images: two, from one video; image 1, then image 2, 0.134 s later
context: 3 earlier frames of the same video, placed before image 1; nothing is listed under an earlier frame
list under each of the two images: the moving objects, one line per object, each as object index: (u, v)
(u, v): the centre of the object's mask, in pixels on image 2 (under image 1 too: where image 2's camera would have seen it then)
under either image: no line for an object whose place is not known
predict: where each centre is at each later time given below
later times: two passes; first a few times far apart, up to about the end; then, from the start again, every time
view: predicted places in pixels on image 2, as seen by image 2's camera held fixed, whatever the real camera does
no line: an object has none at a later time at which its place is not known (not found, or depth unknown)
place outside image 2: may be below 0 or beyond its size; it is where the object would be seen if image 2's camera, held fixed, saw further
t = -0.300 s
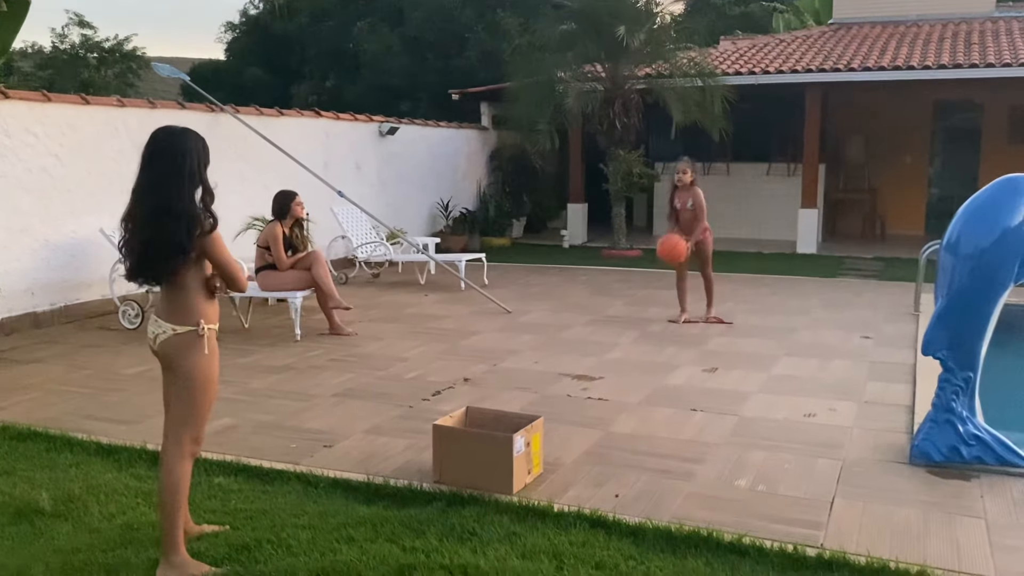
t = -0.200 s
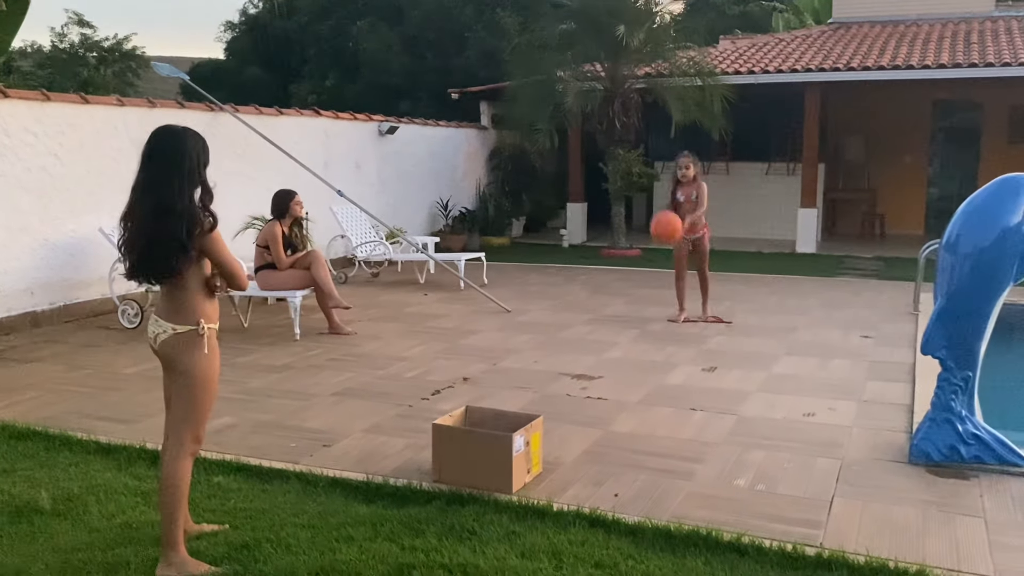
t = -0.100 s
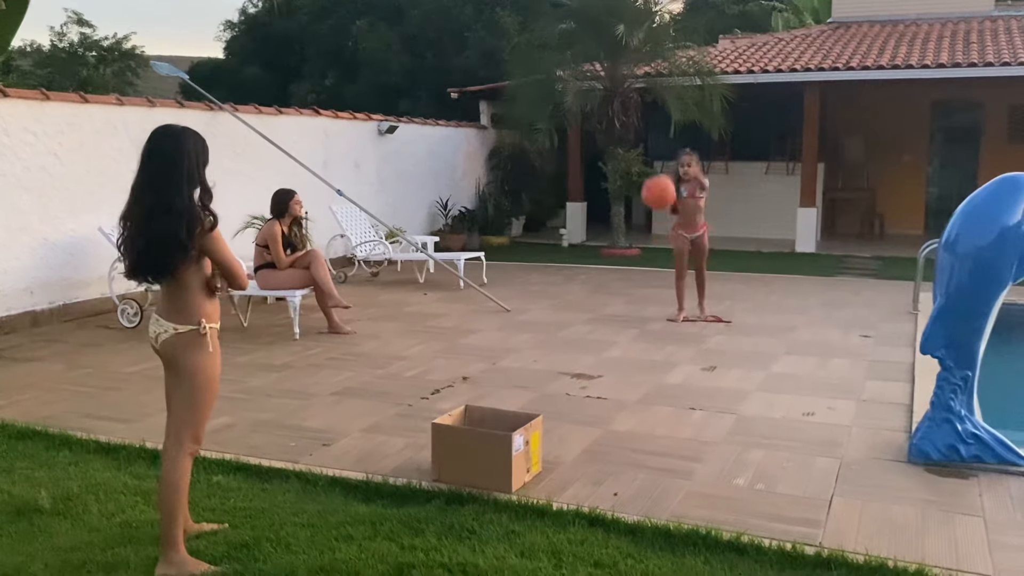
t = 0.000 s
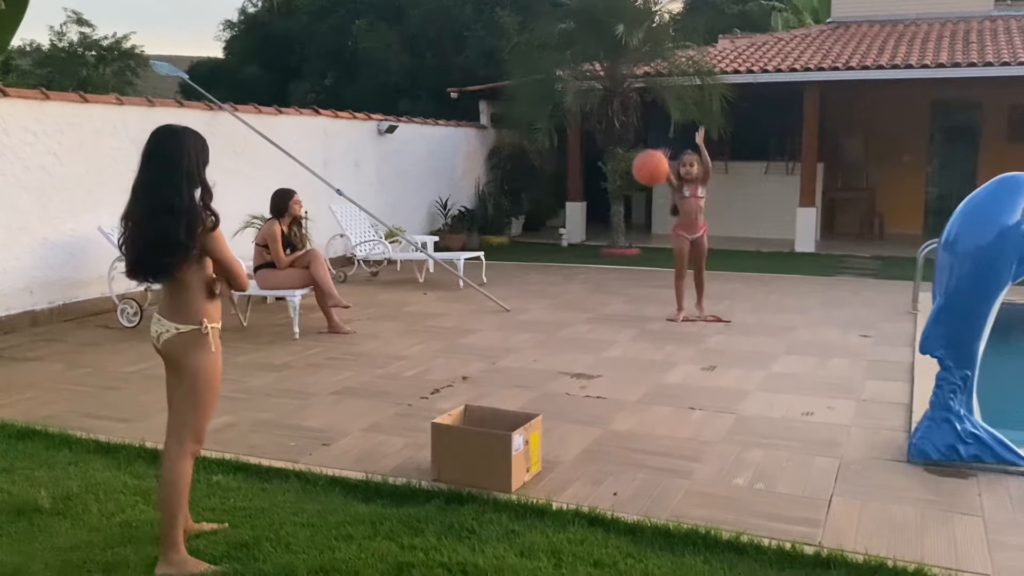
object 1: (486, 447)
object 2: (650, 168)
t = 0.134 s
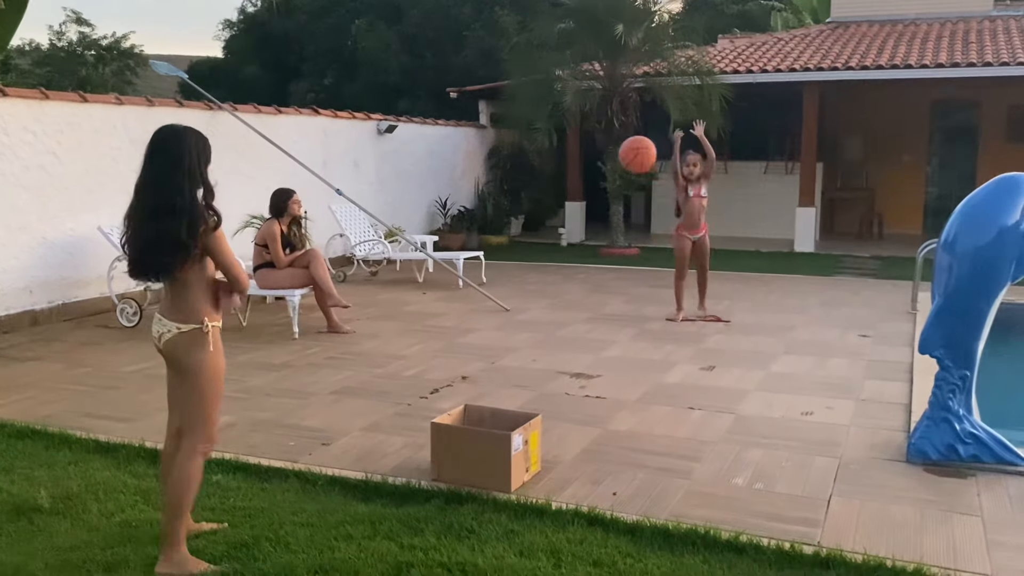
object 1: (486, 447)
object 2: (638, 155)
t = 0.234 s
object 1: (486, 448)
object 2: (627, 162)
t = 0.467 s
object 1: (486, 448)
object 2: (601, 248)
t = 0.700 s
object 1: (486, 447)
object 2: (568, 341)
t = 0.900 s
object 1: (486, 448)
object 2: (543, 251)
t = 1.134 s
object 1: (486, 447)
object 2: (507, 236)
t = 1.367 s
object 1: (486, 448)
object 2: (466, 350)
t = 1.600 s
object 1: (476, 444)
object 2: (430, 400)
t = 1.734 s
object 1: (474, 443)
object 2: (413, 438)
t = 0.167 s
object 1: (486, 448)
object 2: (634, 155)
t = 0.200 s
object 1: (486, 447)
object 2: (631, 158)
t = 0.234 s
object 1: (486, 448)
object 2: (627, 162)
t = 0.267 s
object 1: (486, 447)
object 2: (624, 168)
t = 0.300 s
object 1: (486, 447)
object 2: (620, 176)
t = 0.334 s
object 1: (486, 448)
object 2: (616, 186)
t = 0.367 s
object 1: (486, 447)
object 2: (613, 199)
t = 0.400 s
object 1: (486, 448)
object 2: (609, 213)
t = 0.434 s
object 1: (486, 448)
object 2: (605, 230)
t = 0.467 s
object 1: (486, 448)
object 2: (601, 248)
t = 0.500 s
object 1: (486, 448)
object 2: (596, 270)
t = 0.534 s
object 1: (486, 447)
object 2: (592, 293)
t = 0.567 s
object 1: (486, 447)
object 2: (586, 322)
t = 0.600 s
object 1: (486, 447)
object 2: (582, 350)
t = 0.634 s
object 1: (486, 447)
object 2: (576, 380)
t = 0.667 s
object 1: (486, 447)
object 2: (573, 361)
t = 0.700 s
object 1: (486, 447)
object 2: (568, 341)
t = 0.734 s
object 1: (486, 447)
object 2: (565, 321)
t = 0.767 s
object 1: (486, 447)
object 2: (561, 305)
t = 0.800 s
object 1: (486, 447)
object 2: (556, 288)
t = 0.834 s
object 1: (486, 447)
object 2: (552, 274)
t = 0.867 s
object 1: (486, 447)
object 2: (548, 261)
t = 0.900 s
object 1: (486, 448)
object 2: (543, 251)
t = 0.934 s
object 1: (486, 448)
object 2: (538, 242)
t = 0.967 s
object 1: (486, 448)
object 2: (533, 235)
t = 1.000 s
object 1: (486, 448)
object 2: (529, 231)
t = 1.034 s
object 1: (486, 448)
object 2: (523, 229)
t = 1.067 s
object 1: (486, 447)
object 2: (518, 229)
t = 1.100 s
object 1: (486, 447)
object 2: (513, 231)
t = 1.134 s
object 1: (486, 447)
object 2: (507, 236)
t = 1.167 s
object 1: (486, 447)
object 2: (502, 244)
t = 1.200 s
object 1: (486, 447)
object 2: (497, 254)
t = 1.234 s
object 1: (486, 447)
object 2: (491, 268)
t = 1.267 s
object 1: (486, 447)
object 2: (485, 284)
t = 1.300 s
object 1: (486, 448)
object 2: (478, 303)
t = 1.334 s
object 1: (486, 447)
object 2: (472, 324)
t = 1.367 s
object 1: (486, 448)
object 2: (466, 350)
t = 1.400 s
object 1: (486, 448)
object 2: (459, 376)
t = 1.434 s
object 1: (488, 450)
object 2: (451, 401)
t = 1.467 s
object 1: (486, 447)
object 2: (447, 397)
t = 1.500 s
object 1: (484, 444)
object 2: (442, 394)
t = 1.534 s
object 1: (481, 443)
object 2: (438, 394)
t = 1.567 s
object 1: (478, 444)
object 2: (434, 396)
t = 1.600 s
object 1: (476, 444)
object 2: (430, 400)
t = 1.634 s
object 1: (476, 444)
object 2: (426, 409)
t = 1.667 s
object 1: (476, 444)
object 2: (421, 418)
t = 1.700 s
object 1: (476, 442)
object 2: (417, 428)
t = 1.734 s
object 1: (474, 443)
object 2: (413, 438)
